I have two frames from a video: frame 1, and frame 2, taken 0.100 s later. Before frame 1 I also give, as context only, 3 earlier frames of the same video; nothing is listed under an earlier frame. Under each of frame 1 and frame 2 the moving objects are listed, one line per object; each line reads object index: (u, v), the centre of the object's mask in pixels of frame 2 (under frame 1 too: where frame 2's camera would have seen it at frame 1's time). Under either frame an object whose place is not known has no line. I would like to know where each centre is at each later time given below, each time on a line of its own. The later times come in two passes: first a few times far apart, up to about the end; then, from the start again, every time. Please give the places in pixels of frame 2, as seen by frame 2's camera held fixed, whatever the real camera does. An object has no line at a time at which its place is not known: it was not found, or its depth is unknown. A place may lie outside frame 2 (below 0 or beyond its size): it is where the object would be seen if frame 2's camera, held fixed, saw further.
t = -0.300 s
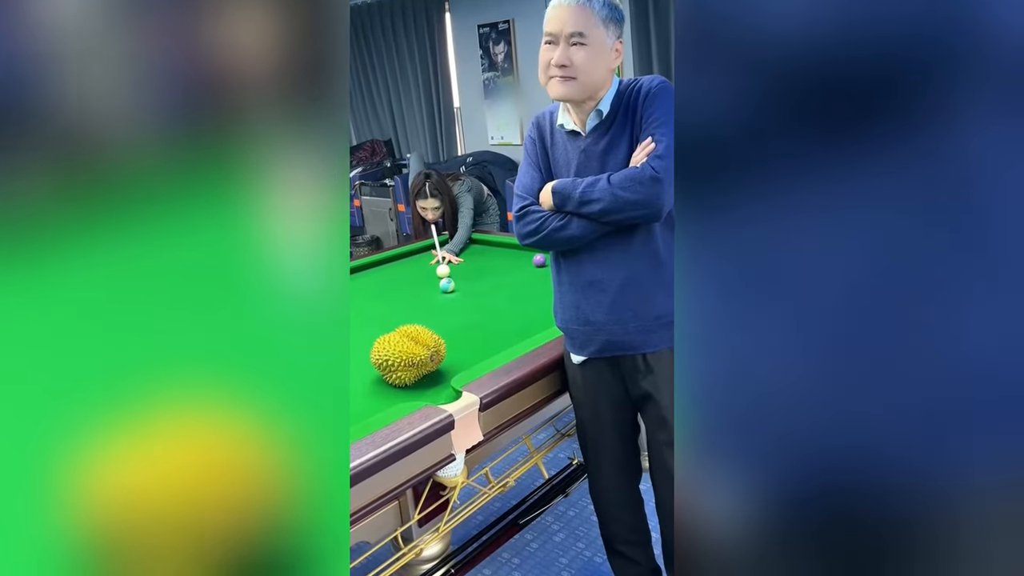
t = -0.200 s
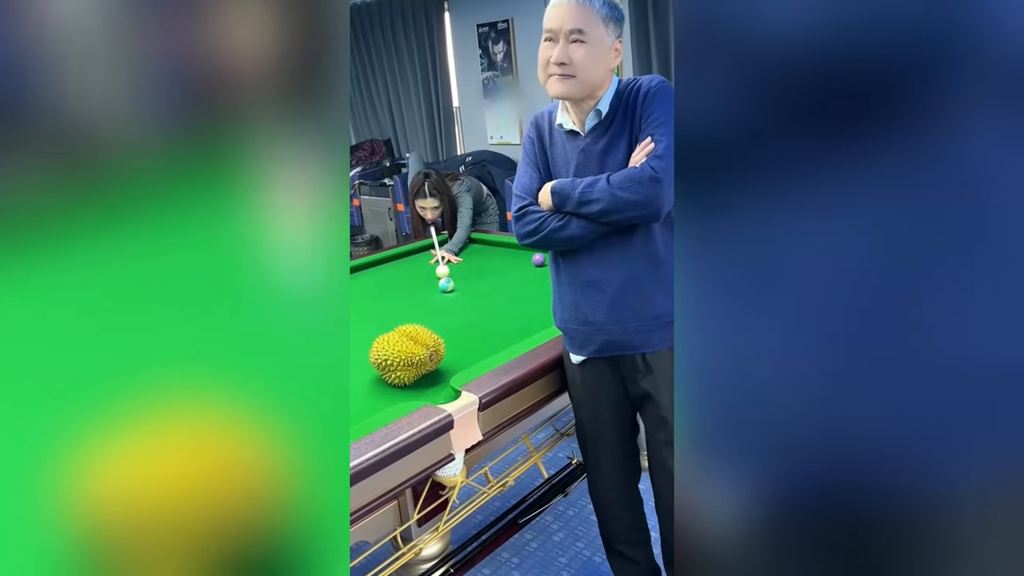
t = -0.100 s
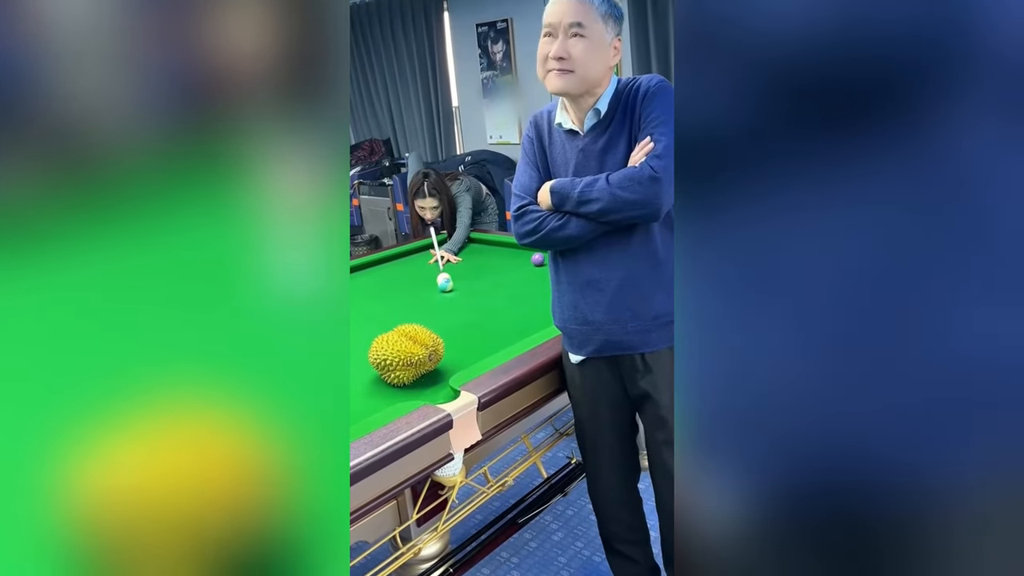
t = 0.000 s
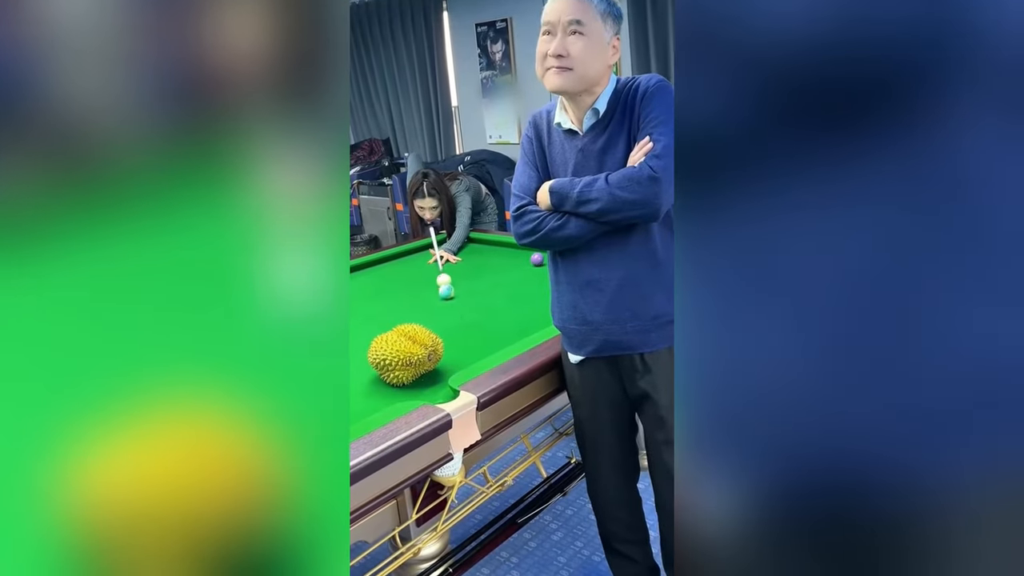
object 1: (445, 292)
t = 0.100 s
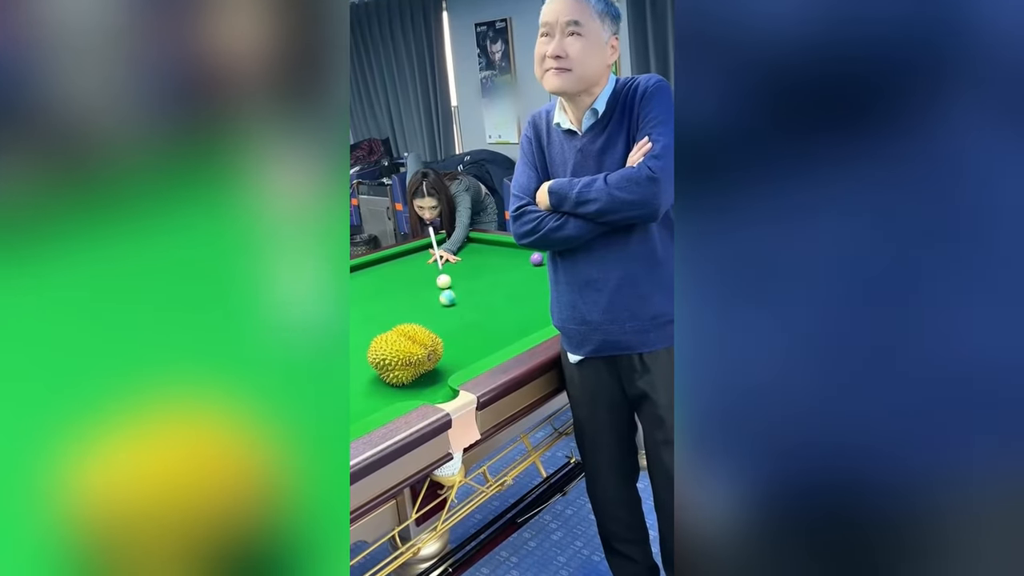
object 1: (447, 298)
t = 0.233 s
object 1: (449, 306)
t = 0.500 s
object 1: (454, 325)
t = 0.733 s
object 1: (458, 345)
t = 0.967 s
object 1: (462, 364)
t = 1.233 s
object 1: (444, 373)
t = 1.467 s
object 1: (441, 379)
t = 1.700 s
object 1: (439, 383)
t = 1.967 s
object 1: (437, 387)
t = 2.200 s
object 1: (438, 391)
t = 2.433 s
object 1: (442, 396)
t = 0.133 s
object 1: (448, 299)
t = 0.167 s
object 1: (448, 302)
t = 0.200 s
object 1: (449, 304)
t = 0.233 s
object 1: (449, 306)
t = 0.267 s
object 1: (450, 308)
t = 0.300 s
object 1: (450, 311)
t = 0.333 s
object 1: (451, 313)
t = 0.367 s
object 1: (451, 316)
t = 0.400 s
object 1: (452, 318)
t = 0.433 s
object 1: (453, 321)
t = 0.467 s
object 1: (453, 323)
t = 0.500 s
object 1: (454, 325)
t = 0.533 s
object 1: (454, 328)
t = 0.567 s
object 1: (455, 331)
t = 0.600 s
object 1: (456, 334)
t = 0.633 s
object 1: (456, 336)
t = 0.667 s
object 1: (457, 339)
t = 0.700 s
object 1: (457, 341)
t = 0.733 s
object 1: (458, 345)
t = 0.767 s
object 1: (459, 347)
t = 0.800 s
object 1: (459, 350)
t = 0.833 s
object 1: (460, 354)
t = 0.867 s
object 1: (461, 357)
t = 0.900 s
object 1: (461, 359)
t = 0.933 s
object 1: (461, 362)
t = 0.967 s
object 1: (462, 364)
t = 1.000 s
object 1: (461, 366)
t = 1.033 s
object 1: (459, 368)
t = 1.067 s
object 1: (453, 369)
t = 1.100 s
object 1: (448, 371)
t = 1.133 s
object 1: (445, 371)
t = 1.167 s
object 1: (445, 372)
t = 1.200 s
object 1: (444, 372)
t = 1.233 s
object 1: (444, 373)
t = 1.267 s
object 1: (443, 374)
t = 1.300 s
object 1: (443, 375)
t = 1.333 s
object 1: (442, 376)
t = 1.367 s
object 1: (442, 377)
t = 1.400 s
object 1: (442, 377)
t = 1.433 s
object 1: (441, 378)
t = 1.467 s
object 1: (441, 379)
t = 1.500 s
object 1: (441, 379)
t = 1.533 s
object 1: (440, 380)
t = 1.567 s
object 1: (440, 381)
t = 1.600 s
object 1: (440, 381)
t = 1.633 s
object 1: (440, 382)
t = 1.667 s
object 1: (439, 383)
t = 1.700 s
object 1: (439, 383)
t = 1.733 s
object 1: (439, 384)
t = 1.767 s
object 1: (438, 384)
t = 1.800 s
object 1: (438, 385)
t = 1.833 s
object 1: (438, 386)
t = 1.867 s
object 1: (438, 386)
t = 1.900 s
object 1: (437, 387)
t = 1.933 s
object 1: (437, 387)
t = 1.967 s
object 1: (437, 387)
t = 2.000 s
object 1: (437, 388)
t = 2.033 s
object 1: (437, 388)
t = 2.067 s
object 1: (437, 389)
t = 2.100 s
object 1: (437, 389)
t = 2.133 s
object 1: (437, 389)
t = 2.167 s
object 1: (437, 390)
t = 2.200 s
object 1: (438, 391)
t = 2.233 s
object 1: (439, 392)
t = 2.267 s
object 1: (439, 392)
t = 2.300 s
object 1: (439, 392)
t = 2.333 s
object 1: (439, 393)
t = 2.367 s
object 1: (440, 394)
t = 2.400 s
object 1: (441, 394)
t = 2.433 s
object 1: (442, 396)
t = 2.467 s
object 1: (443, 400)
